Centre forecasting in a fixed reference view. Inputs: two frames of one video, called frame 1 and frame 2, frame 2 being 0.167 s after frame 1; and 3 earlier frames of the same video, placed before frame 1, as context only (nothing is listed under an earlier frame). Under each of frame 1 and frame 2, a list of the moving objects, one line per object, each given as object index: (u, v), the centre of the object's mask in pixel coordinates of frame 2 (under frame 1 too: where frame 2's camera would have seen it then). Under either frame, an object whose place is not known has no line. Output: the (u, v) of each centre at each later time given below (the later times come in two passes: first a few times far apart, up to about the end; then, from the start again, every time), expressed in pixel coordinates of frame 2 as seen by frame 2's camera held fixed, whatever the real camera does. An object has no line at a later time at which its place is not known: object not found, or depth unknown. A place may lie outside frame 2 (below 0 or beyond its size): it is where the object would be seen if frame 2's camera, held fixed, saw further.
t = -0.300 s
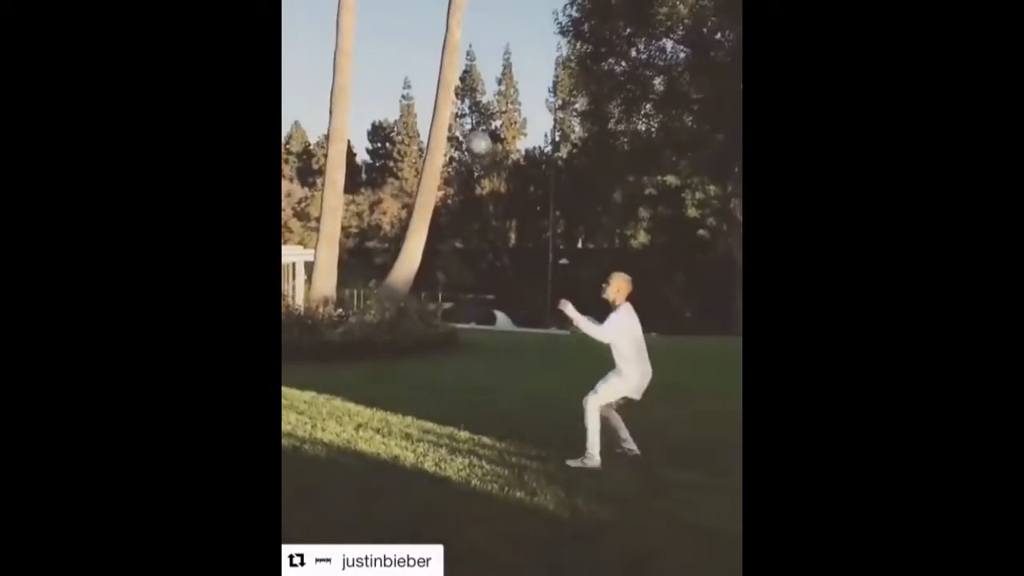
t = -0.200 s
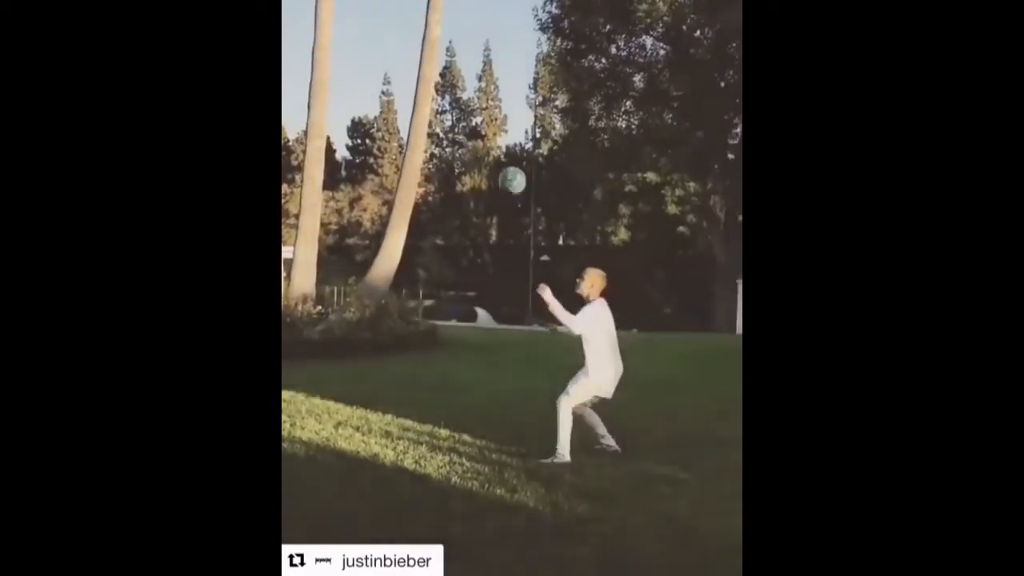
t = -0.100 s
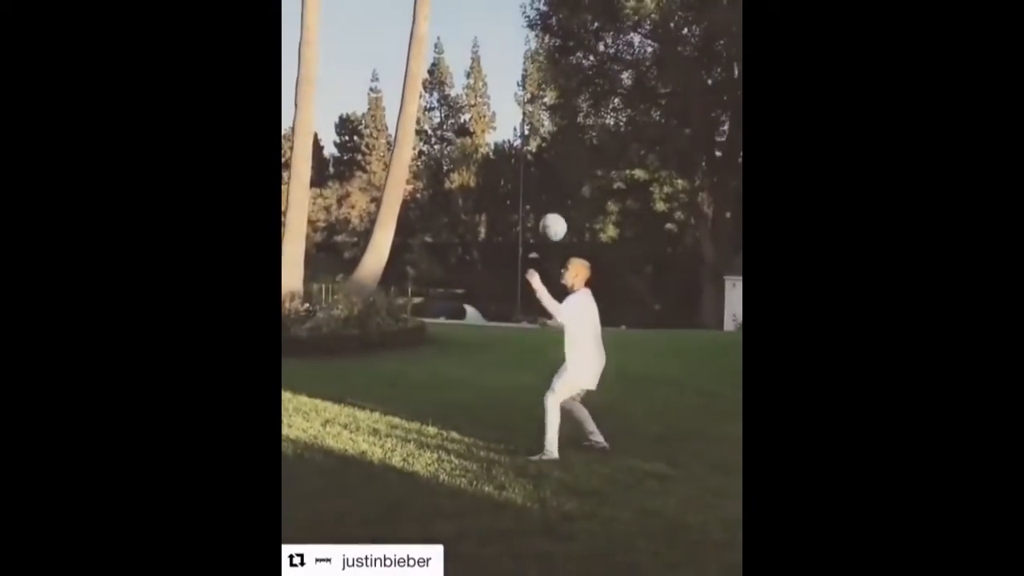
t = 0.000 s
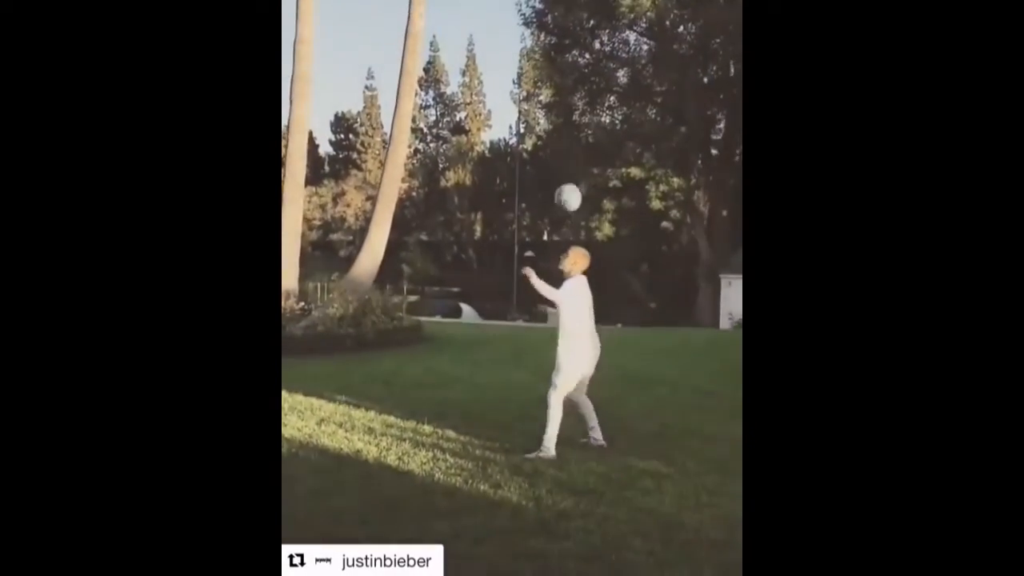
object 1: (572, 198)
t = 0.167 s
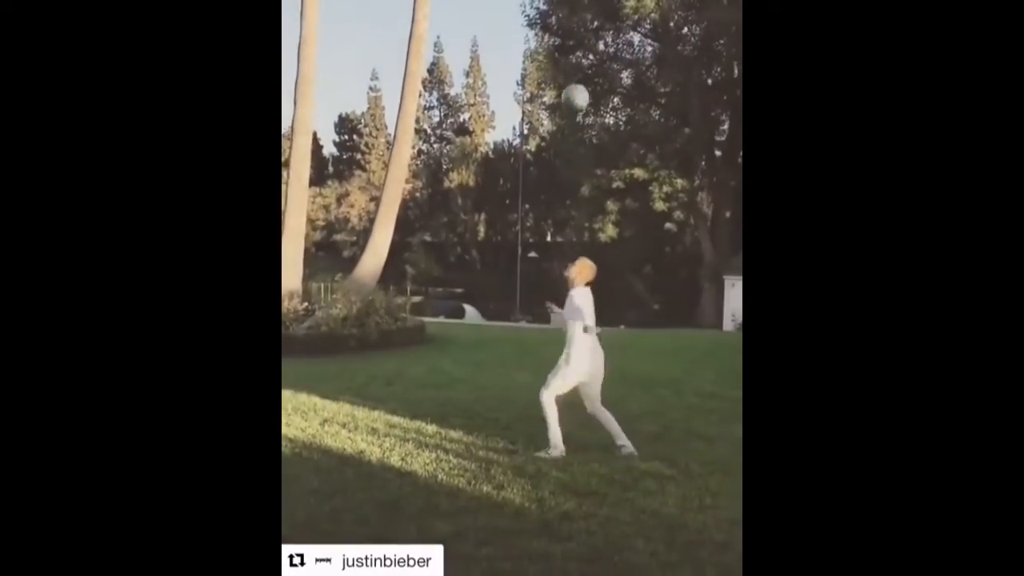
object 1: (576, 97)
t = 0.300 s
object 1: (579, 42)
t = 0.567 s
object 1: (584, 2)
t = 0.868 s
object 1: (588, 55)
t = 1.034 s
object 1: (587, 126)
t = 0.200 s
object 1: (576, 80)
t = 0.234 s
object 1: (578, 66)
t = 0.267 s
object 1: (579, 53)
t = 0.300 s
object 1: (579, 42)
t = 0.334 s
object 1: (580, 33)
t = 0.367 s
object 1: (580, 23)
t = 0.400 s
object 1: (581, 16)
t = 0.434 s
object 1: (582, 10)
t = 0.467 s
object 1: (582, 6)
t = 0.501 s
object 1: (583, 4)
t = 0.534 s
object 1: (584, 3)
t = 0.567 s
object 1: (584, 2)
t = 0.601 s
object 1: (585, 2)
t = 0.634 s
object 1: (586, 4)
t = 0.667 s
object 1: (586, 8)
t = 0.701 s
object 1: (586, 13)
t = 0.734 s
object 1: (587, 19)
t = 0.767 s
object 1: (587, 26)
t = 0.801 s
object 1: (587, 35)
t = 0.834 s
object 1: (587, 44)
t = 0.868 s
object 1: (588, 55)
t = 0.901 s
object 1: (587, 67)
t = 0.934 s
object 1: (587, 80)
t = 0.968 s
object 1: (587, 95)
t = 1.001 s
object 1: (587, 110)
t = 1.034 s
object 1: (587, 126)
